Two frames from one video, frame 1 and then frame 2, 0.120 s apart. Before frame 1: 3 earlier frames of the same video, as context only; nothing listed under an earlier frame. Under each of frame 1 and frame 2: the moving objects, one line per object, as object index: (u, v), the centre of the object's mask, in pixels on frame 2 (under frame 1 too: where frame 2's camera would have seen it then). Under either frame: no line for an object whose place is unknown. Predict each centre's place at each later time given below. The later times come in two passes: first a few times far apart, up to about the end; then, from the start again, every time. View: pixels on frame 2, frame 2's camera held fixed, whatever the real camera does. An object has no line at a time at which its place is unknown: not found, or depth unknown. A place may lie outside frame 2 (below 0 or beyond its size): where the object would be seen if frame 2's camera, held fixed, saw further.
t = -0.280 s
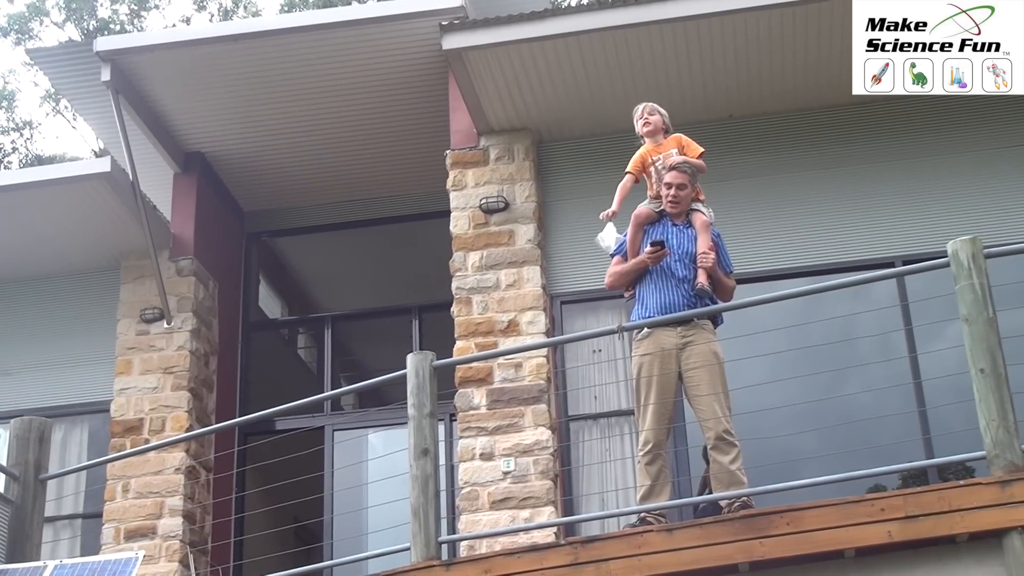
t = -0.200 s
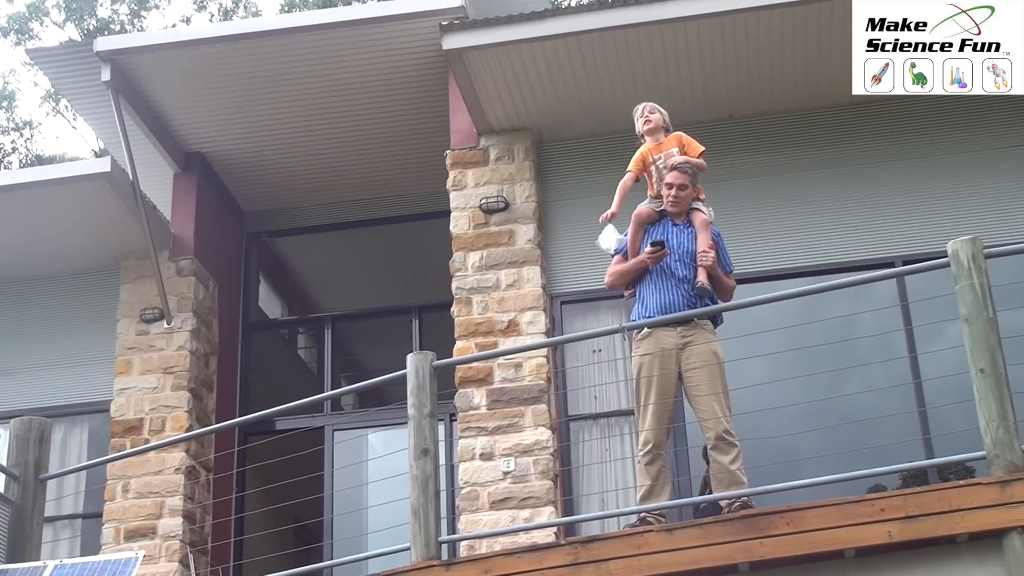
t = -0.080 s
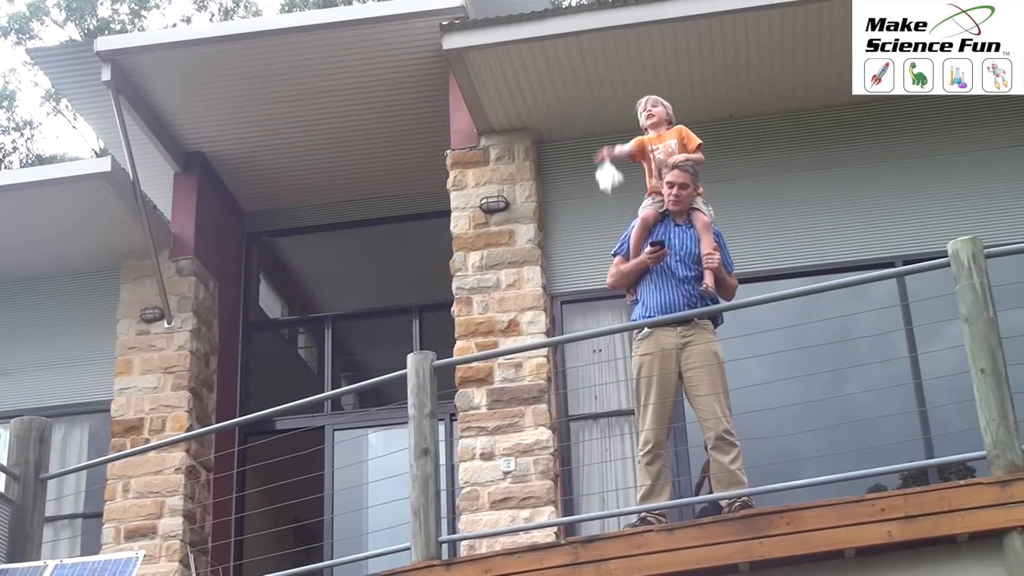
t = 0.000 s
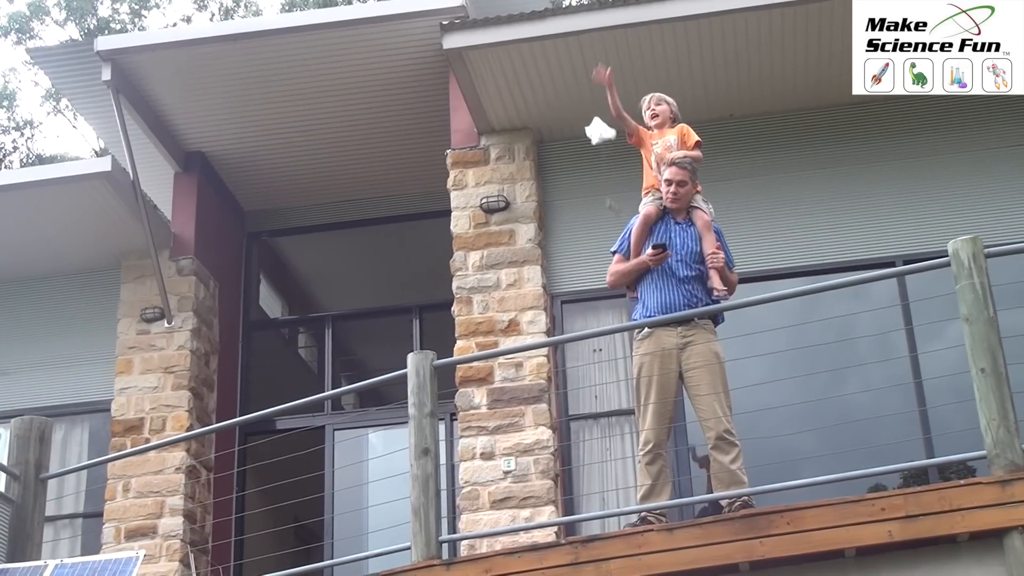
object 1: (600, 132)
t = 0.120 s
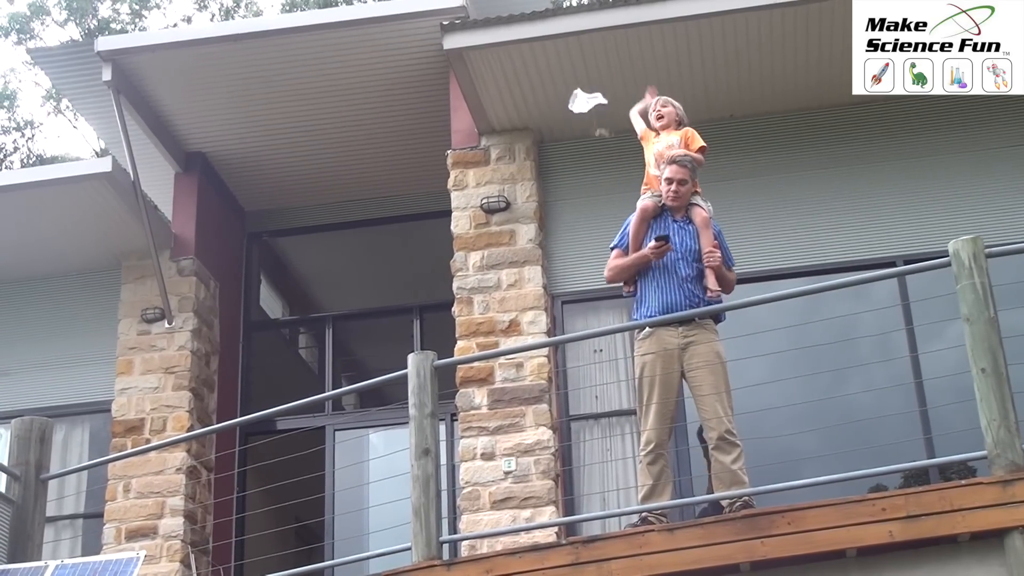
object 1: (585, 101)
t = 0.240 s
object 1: (576, 90)
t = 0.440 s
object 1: (577, 88)
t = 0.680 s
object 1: (589, 120)
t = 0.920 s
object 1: (581, 174)
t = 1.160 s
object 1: (615, 279)
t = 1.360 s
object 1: (657, 372)
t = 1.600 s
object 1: (685, 480)
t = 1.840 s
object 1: (689, 587)
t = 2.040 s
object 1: (686, 700)
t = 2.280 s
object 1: (718, 858)
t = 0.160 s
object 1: (584, 99)
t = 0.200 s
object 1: (580, 92)
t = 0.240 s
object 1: (576, 90)
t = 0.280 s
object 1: (574, 89)
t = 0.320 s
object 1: (574, 87)
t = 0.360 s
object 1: (574, 87)
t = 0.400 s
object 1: (575, 87)
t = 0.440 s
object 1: (577, 88)
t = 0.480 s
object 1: (580, 90)
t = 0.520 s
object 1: (583, 93)
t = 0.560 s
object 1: (588, 96)
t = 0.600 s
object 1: (590, 102)
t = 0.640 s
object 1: (591, 110)
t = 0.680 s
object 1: (589, 120)
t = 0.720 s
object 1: (586, 128)
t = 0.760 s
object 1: (581, 137)
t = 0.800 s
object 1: (578, 144)
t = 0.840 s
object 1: (576, 151)
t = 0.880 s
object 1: (577, 160)
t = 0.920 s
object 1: (581, 174)
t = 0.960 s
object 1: (588, 191)
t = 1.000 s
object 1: (595, 207)
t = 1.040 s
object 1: (600, 226)
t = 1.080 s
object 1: (606, 244)
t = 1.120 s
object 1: (608, 260)
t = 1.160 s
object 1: (615, 279)
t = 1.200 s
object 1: (623, 296)
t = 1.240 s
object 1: (632, 315)
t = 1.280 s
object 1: (642, 333)
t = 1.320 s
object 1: (650, 352)
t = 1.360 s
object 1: (657, 372)
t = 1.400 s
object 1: (663, 391)
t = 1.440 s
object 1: (668, 410)
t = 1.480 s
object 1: (674, 430)
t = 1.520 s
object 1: (678, 447)
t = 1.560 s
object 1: (681, 464)
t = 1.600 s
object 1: (685, 480)
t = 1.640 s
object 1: (685, 498)
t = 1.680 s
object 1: (686, 515)
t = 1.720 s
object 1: (687, 531)
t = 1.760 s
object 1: (686, 548)
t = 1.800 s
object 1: (688, 567)
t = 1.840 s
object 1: (689, 587)
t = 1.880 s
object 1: (689, 607)
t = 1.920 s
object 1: (688, 631)
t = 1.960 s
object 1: (687, 653)
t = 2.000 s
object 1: (687, 676)
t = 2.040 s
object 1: (686, 700)
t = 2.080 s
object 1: (686, 723)
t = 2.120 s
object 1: (687, 747)
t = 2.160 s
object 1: (690, 772)
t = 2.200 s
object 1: (697, 799)
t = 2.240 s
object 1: (707, 828)
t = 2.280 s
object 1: (718, 858)
